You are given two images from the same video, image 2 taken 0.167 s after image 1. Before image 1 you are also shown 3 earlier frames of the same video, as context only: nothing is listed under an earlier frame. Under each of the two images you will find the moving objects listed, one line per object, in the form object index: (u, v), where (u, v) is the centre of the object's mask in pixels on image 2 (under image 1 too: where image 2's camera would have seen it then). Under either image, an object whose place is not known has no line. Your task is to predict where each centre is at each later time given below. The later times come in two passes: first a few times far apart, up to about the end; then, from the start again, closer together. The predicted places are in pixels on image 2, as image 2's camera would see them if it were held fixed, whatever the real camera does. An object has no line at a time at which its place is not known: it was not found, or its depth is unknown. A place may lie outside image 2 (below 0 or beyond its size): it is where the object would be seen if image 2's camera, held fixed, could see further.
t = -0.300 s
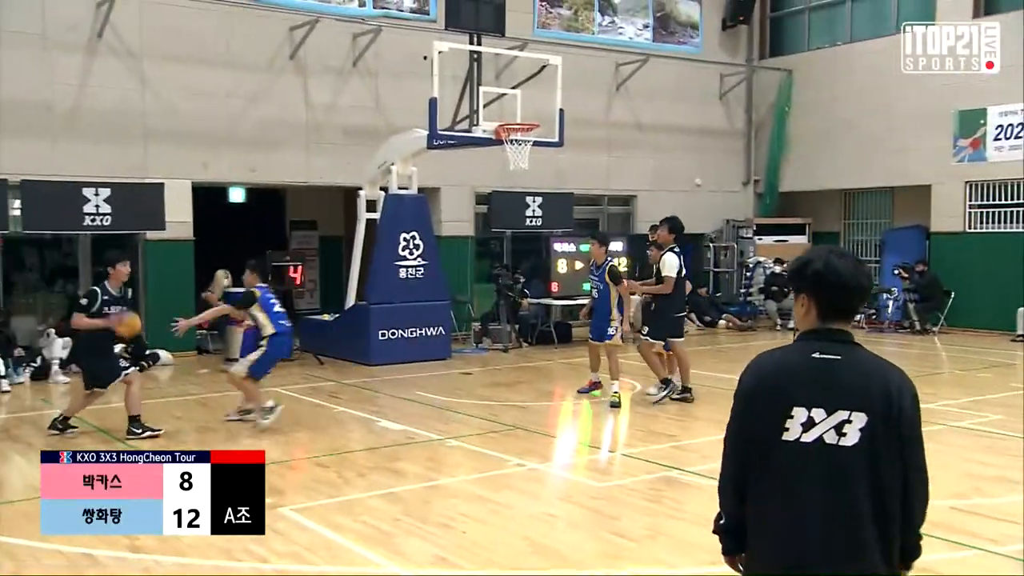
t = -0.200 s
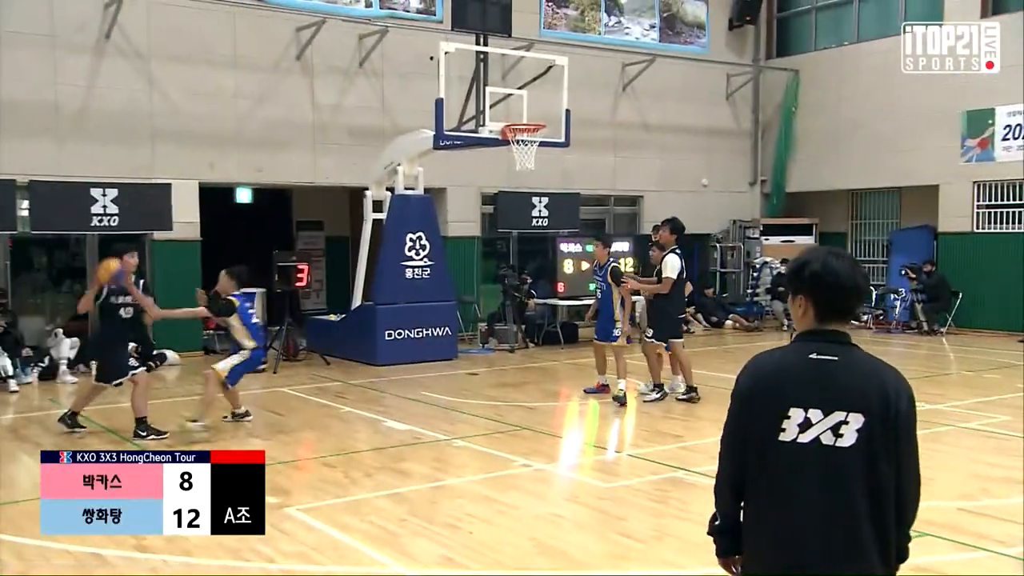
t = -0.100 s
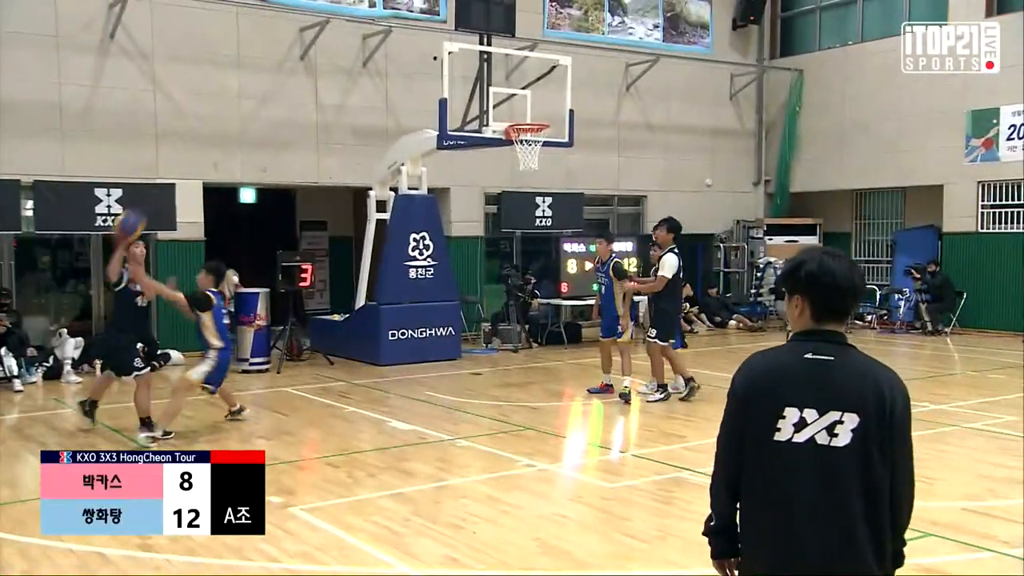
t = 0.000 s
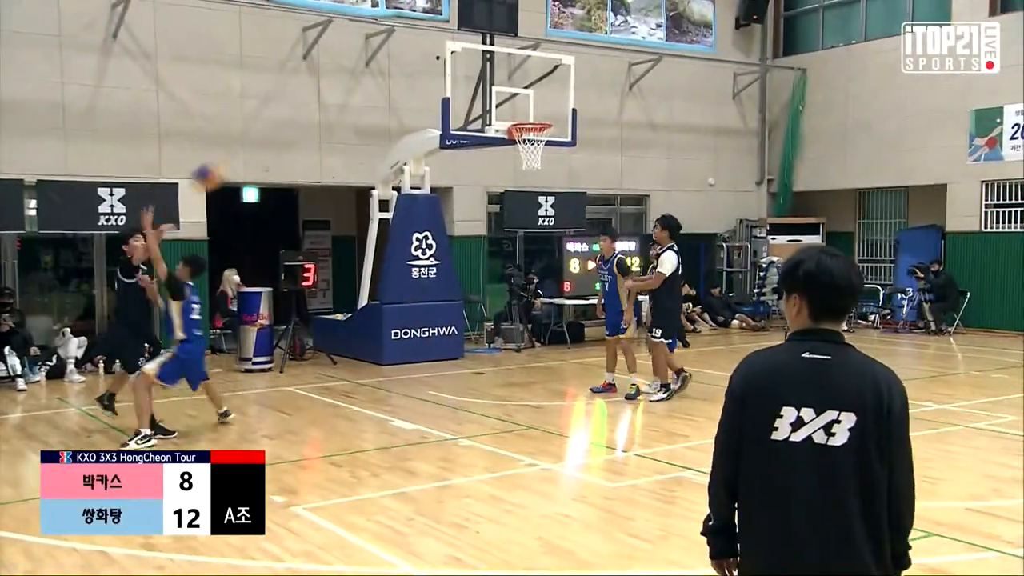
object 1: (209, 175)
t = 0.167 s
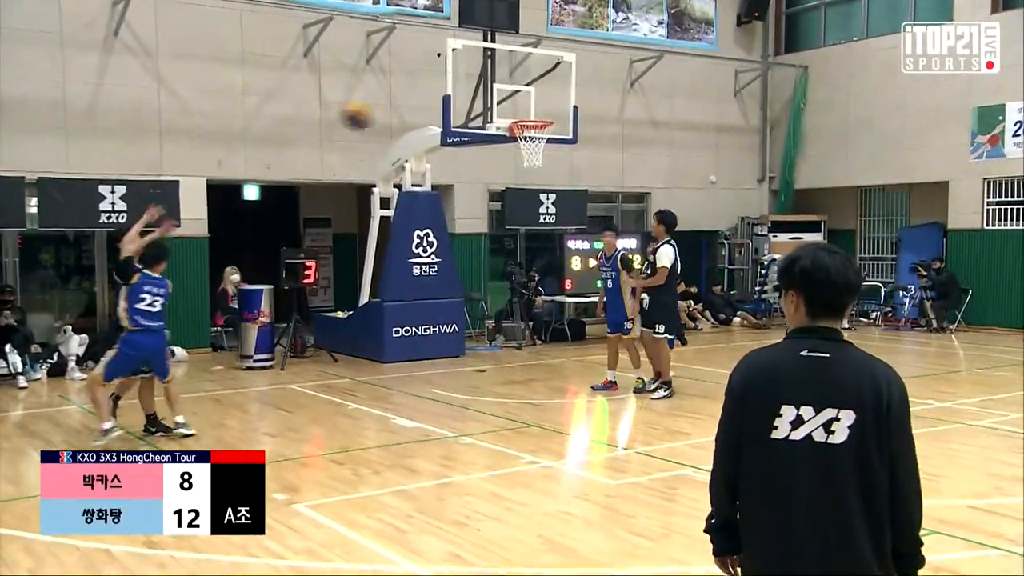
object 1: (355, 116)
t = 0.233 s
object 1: (422, 98)
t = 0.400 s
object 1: (596, 77)
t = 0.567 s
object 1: (792, 89)
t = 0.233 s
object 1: (422, 98)
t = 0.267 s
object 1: (455, 92)
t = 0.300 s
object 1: (489, 86)
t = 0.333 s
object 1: (524, 81)
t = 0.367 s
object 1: (558, 80)
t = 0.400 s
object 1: (596, 77)
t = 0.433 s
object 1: (633, 77)
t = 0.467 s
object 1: (671, 78)
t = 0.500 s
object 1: (710, 81)
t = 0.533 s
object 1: (750, 84)
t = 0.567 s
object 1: (792, 89)
